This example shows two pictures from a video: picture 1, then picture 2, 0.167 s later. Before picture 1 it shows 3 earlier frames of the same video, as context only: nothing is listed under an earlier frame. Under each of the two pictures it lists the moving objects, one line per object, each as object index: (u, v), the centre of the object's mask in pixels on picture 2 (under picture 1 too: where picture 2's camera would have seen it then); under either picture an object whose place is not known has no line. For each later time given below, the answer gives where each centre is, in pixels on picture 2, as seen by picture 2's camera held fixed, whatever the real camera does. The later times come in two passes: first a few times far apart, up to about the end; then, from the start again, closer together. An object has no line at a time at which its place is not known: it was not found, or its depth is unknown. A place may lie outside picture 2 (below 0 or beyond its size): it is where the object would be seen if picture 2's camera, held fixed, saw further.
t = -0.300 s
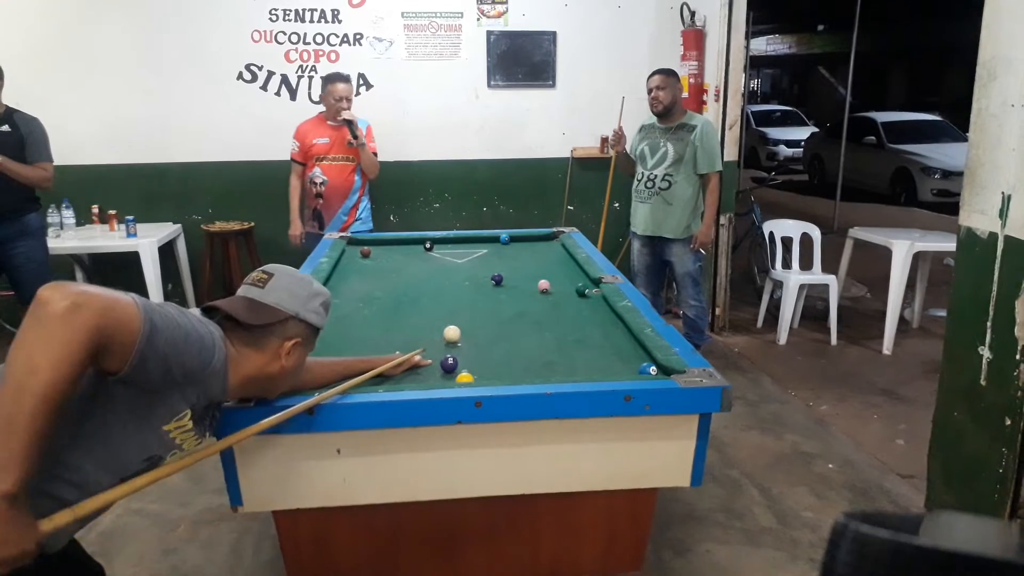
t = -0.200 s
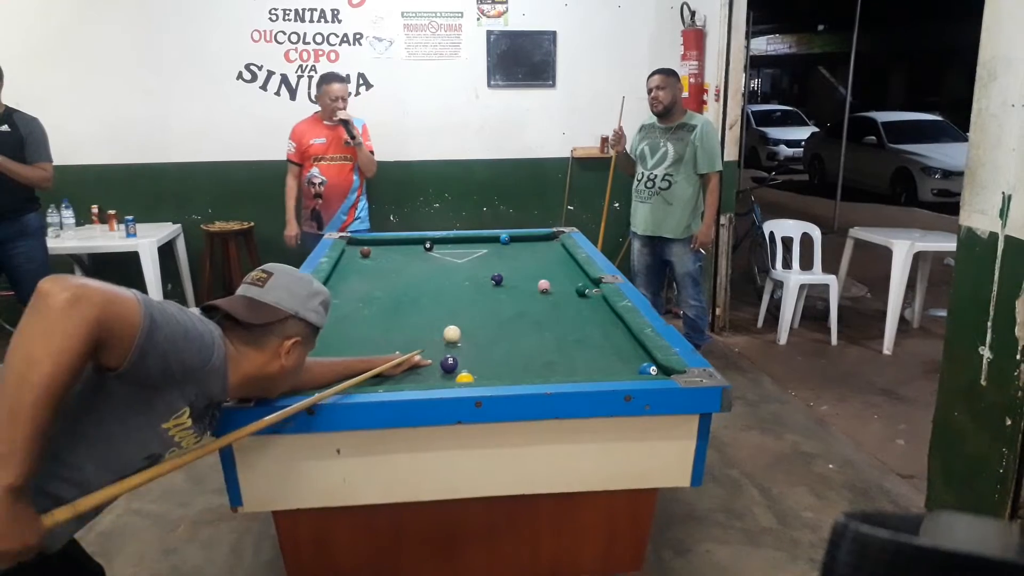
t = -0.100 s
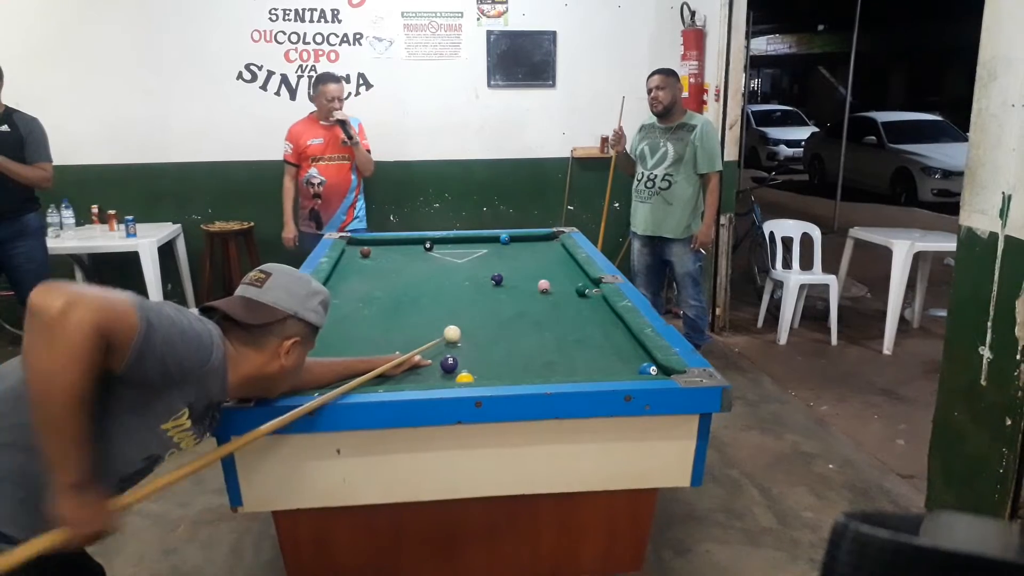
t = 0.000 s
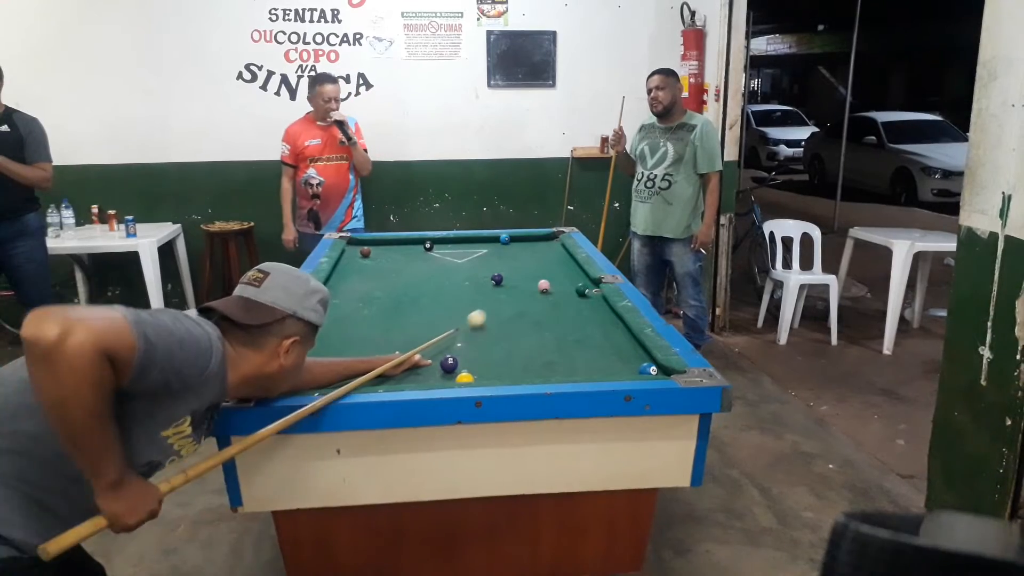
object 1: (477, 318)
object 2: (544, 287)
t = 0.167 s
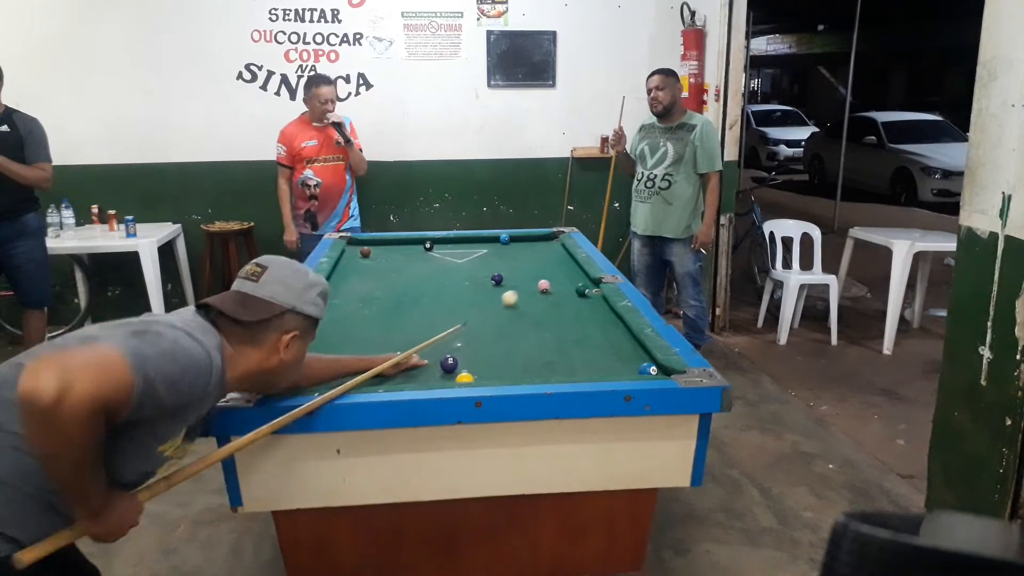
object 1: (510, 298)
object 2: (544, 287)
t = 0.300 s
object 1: (530, 285)
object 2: (545, 286)
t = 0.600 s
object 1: (541, 262)
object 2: (591, 283)
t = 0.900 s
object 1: (549, 244)
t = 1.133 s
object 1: (555, 236)
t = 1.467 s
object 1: (556, 236)
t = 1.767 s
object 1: (555, 236)
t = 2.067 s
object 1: (556, 236)
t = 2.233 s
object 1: (557, 238)
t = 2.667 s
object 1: (557, 239)
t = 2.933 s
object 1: (558, 239)
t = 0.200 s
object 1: (516, 295)
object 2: (544, 287)
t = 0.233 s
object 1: (521, 292)
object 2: (544, 287)
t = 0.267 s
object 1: (526, 288)
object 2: (544, 286)
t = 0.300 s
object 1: (530, 285)
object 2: (545, 286)
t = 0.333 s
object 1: (531, 282)
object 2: (552, 286)
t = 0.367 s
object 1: (533, 279)
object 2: (557, 286)
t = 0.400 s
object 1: (534, 276)
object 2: (562, 286)
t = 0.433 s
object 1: (535, 274)
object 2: (567, 285)
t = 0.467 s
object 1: (536, 271)
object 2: (571, 285)
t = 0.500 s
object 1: (538, 269)
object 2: (575, 284)
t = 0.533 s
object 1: (539, 266)
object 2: (581, 282)
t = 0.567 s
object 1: (540, 264)
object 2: (586, 282)
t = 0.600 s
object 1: (541, 262)
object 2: (591, 283)
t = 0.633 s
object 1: (542, 259)
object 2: (595, 284)
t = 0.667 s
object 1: (543, 257)
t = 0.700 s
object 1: (544, 255)
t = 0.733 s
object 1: (545, 253)
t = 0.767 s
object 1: (546, 251)
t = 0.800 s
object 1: (547, 249)
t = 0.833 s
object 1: (547, 247)
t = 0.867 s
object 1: (549, 246)
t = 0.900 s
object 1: (549, 244)
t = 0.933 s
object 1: (550, 242)
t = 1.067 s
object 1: (555, 235)
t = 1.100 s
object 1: (556, 236)
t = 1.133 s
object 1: (555, 236)
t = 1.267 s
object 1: (556, 236)
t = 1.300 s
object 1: (556, 236)
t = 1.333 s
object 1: (556, 236)
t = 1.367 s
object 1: (556, 236)
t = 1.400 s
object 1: (556, 236)
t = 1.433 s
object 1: (556, 236)
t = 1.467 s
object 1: (556, 236)
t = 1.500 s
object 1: (555, 236)
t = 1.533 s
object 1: (555, 236)
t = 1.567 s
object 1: (555, 236)
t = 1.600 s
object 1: (555, 236)
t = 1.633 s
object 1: (555, 236)
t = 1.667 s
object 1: (555, 236)
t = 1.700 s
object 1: (555, 236)
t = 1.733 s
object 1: (555, 236)
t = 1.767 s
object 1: (555, 236)
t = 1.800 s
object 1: (555, 236)
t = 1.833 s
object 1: (555, 236)
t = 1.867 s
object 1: (555, 236)
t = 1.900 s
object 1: (556, 236)
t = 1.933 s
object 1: (556, 236)
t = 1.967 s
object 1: (556, 236)
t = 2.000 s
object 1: (556, 236)
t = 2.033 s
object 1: (556, 236)
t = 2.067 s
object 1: (556, 236)
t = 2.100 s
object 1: (557, 236)
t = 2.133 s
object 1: (557, 235)
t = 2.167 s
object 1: (557, 236)
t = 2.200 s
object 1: (558, 237)
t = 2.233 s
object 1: (557, 238)
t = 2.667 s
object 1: (557, 239)
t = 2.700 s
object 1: (557, 239)
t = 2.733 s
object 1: (558, 239)
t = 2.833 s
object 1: (558, 238)
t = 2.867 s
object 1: (558, 238)
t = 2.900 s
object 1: (558, 239)
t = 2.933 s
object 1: (558, 239)
